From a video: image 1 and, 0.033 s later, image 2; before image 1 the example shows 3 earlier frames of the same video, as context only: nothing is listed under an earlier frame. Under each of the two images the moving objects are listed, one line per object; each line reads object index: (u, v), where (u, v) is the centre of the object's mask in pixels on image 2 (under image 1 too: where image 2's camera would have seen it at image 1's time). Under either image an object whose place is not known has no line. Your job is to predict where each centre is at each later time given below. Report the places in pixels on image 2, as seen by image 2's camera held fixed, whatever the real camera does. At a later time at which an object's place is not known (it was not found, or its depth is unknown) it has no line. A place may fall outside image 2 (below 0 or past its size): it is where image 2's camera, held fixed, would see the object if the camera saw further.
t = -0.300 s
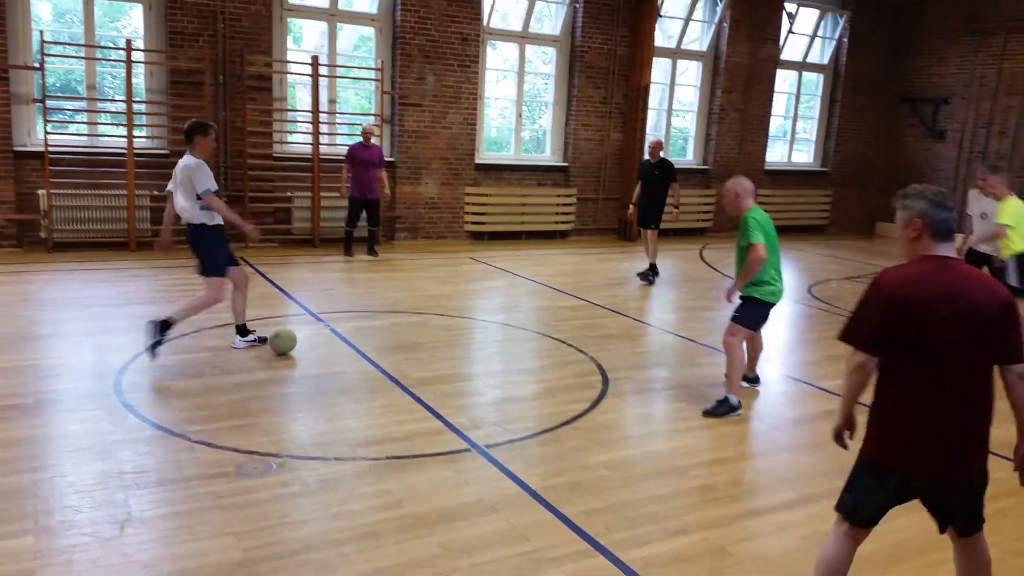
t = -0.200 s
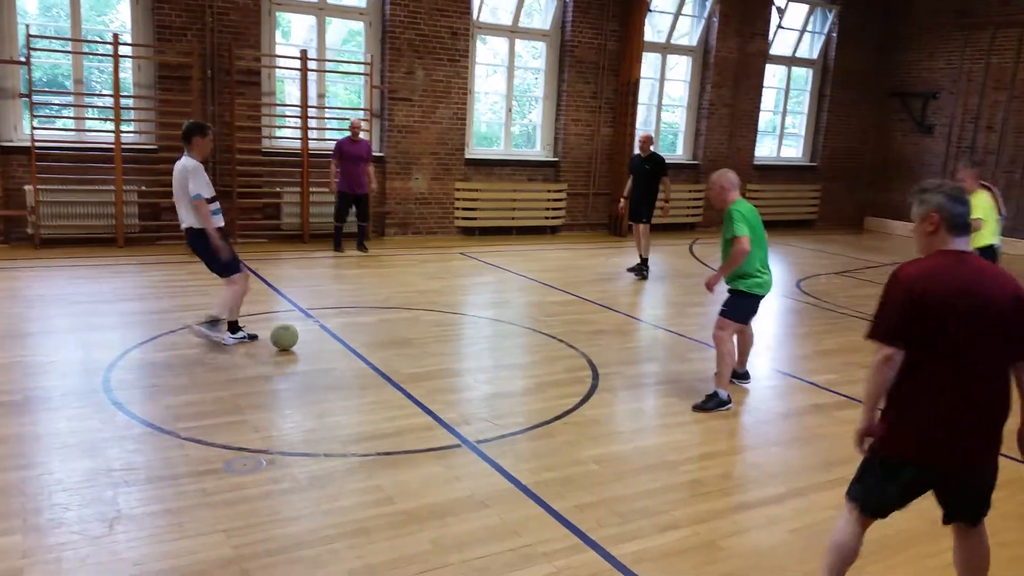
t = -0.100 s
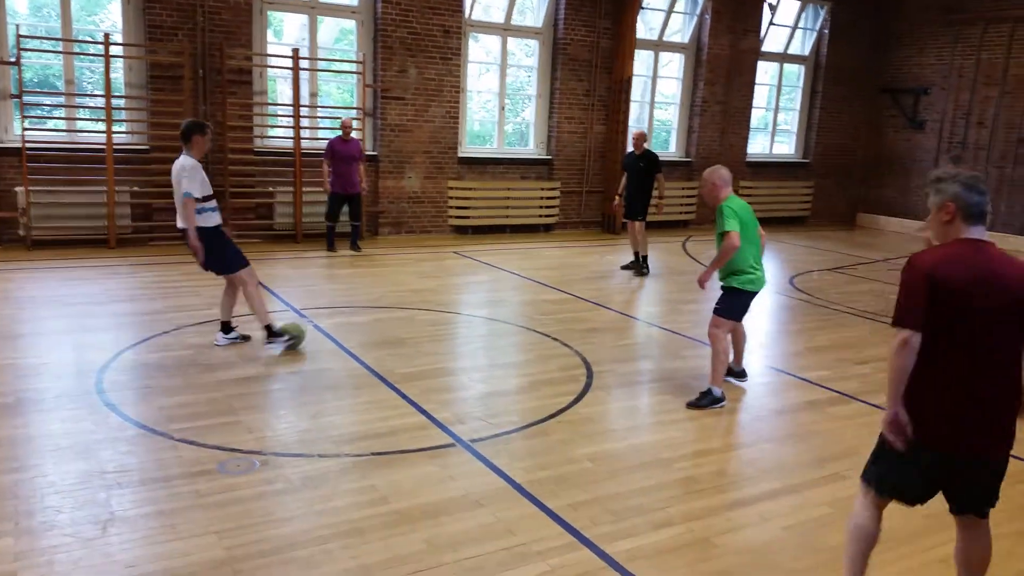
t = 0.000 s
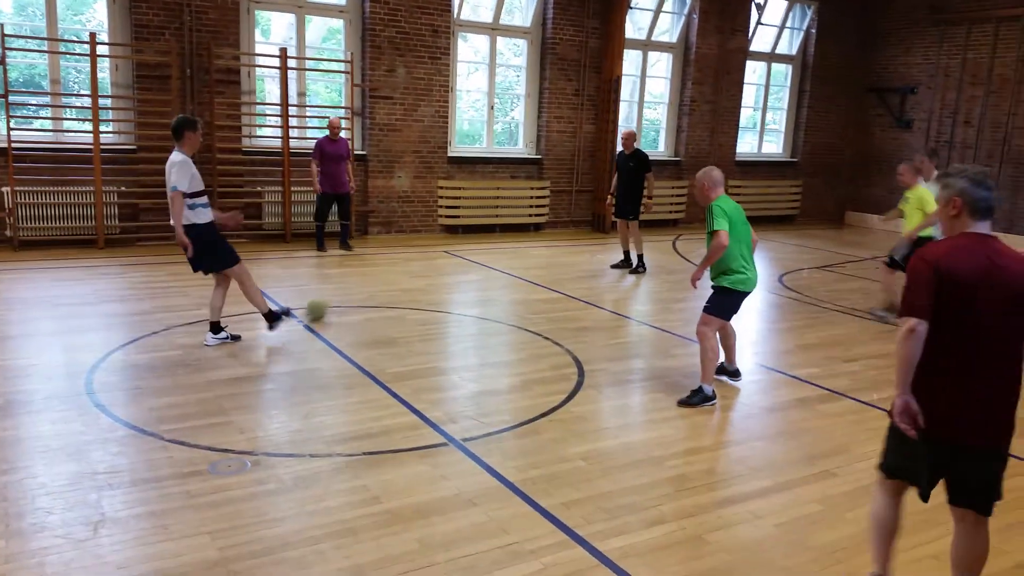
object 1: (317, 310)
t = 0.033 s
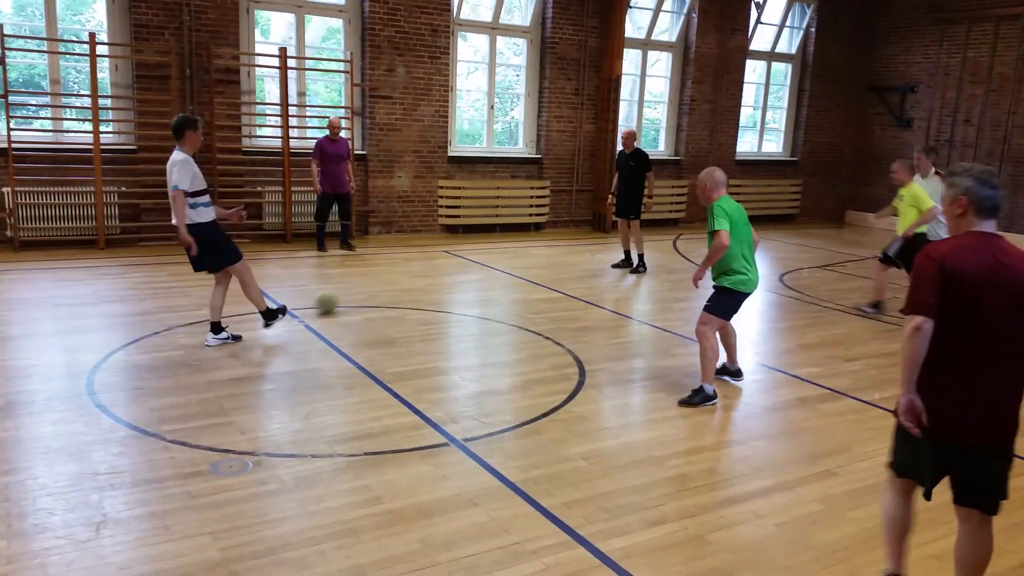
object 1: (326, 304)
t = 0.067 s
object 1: (335, 298)
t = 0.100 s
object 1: (342, 291)
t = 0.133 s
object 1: (349, 285)
